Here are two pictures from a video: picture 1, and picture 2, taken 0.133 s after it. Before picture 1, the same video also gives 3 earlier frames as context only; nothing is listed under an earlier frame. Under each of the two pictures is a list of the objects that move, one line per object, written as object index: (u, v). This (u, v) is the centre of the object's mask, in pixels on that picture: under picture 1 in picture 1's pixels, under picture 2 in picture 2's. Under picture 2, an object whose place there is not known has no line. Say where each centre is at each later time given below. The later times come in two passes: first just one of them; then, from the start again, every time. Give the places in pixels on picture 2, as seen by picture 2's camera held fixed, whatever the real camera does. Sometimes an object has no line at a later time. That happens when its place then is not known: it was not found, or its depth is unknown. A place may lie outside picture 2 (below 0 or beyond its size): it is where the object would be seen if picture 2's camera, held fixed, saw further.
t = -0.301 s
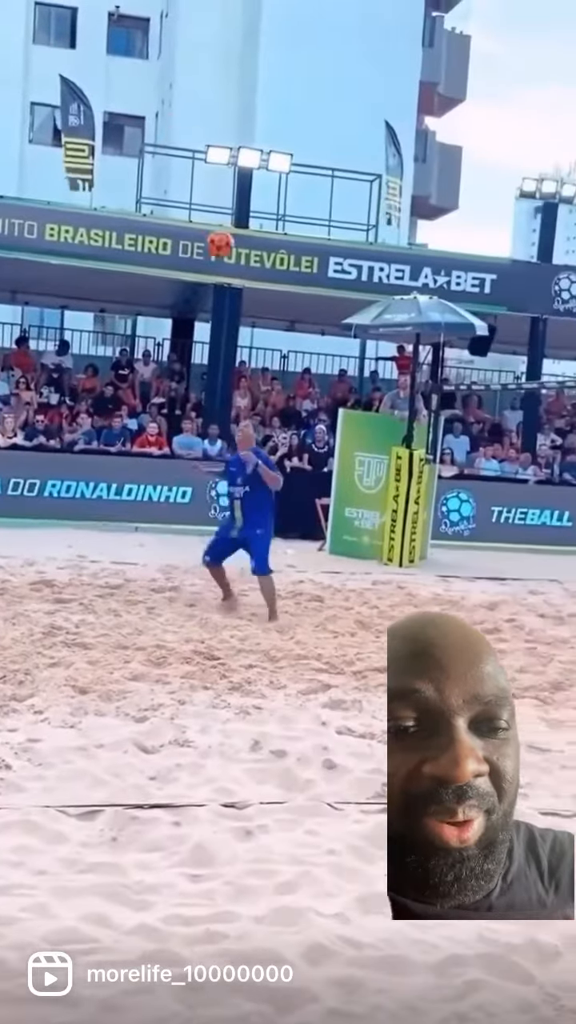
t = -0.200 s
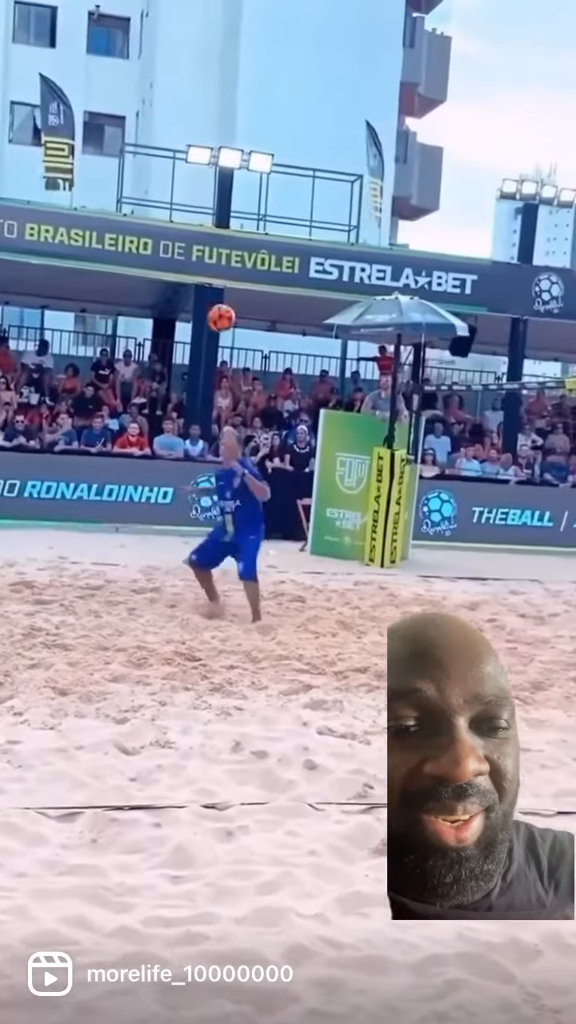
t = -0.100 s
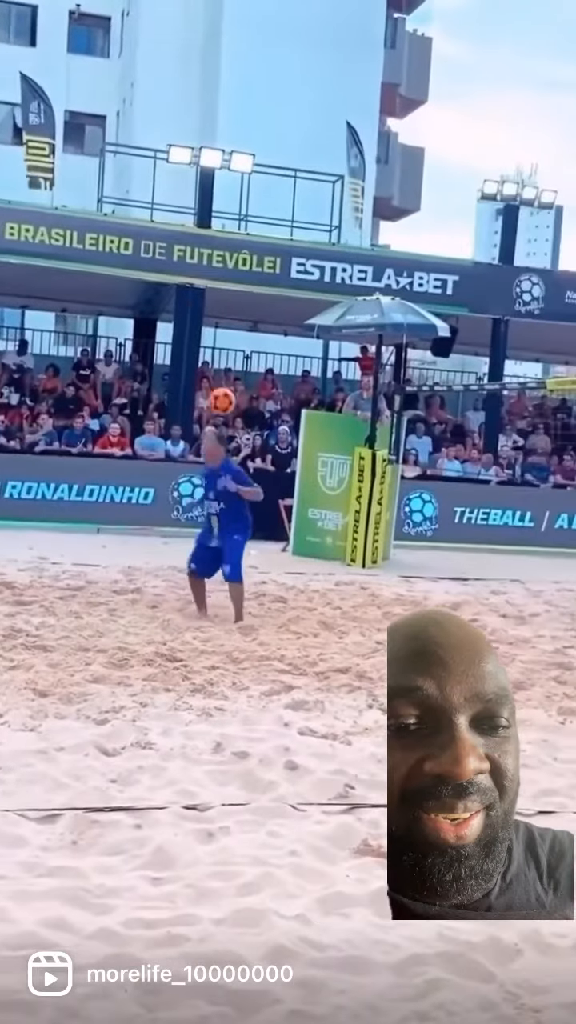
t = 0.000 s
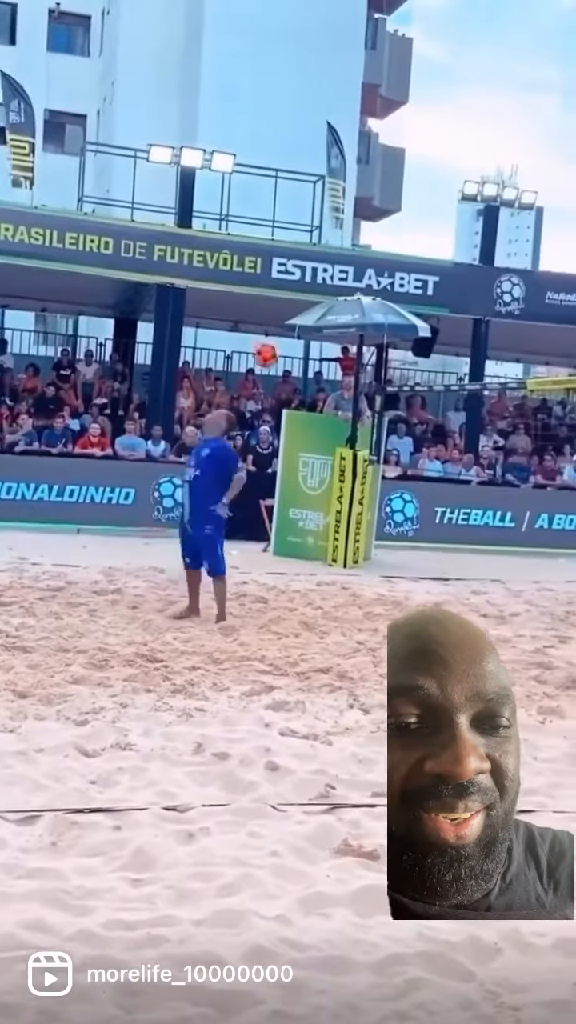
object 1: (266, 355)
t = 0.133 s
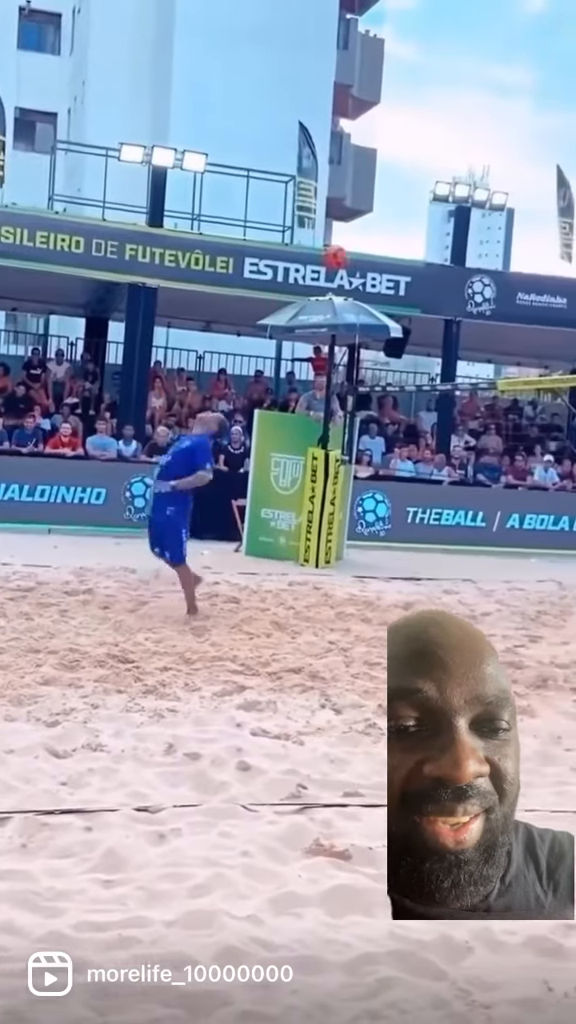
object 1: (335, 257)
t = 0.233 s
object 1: (407, 201)
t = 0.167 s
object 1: (360, 238)
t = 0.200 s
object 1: (383, 219)
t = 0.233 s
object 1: (407, 201)
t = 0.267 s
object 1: (429, 184)
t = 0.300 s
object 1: (452, 170)
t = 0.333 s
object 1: (476, 157)
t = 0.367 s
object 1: (500, 145)
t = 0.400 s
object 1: (523, 135)
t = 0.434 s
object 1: (545, 126)
